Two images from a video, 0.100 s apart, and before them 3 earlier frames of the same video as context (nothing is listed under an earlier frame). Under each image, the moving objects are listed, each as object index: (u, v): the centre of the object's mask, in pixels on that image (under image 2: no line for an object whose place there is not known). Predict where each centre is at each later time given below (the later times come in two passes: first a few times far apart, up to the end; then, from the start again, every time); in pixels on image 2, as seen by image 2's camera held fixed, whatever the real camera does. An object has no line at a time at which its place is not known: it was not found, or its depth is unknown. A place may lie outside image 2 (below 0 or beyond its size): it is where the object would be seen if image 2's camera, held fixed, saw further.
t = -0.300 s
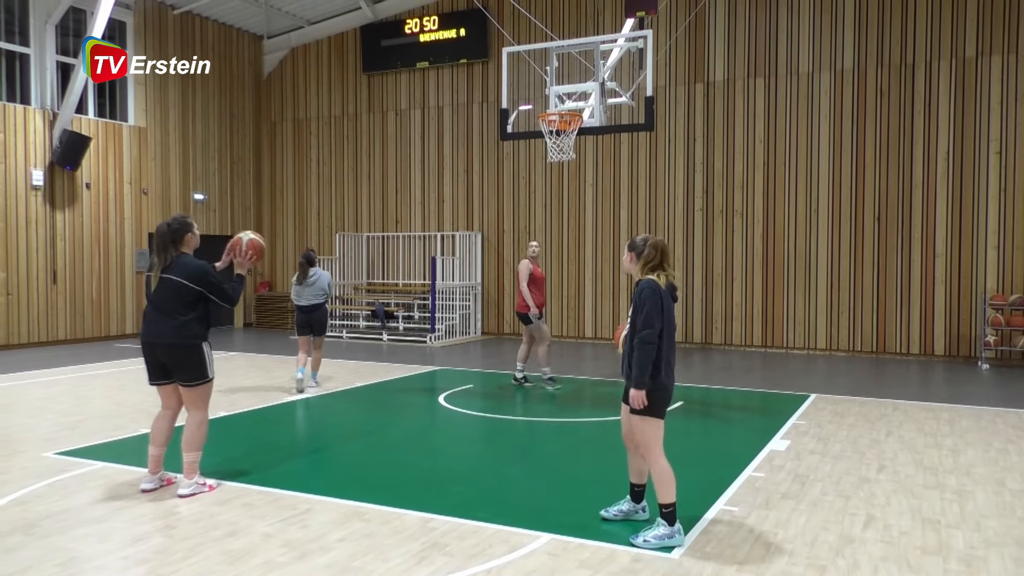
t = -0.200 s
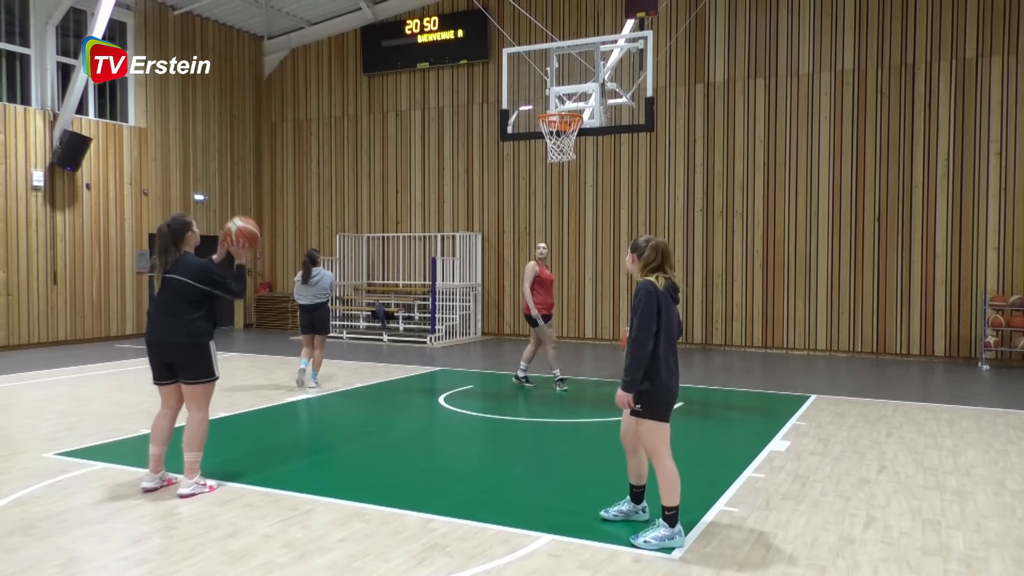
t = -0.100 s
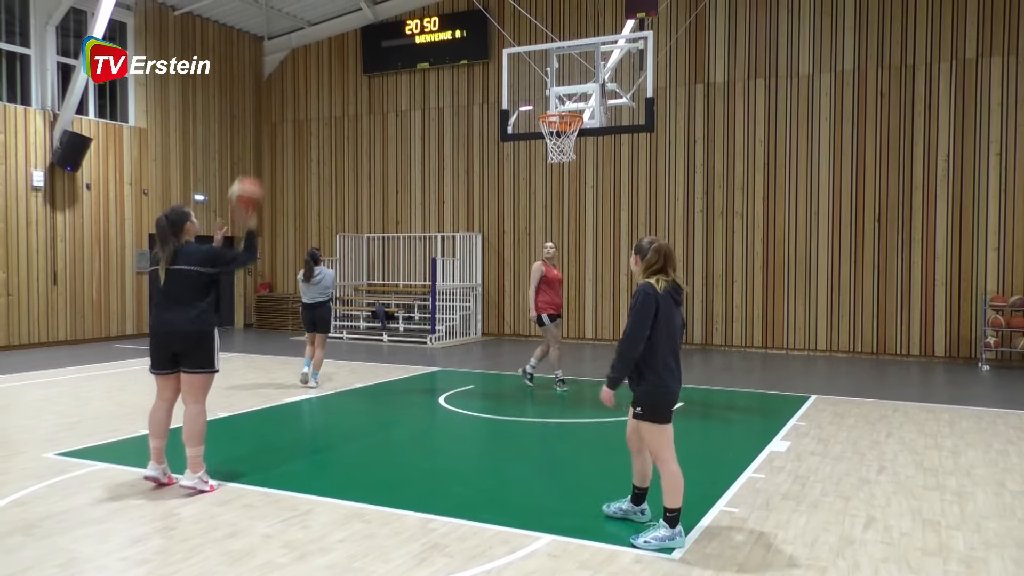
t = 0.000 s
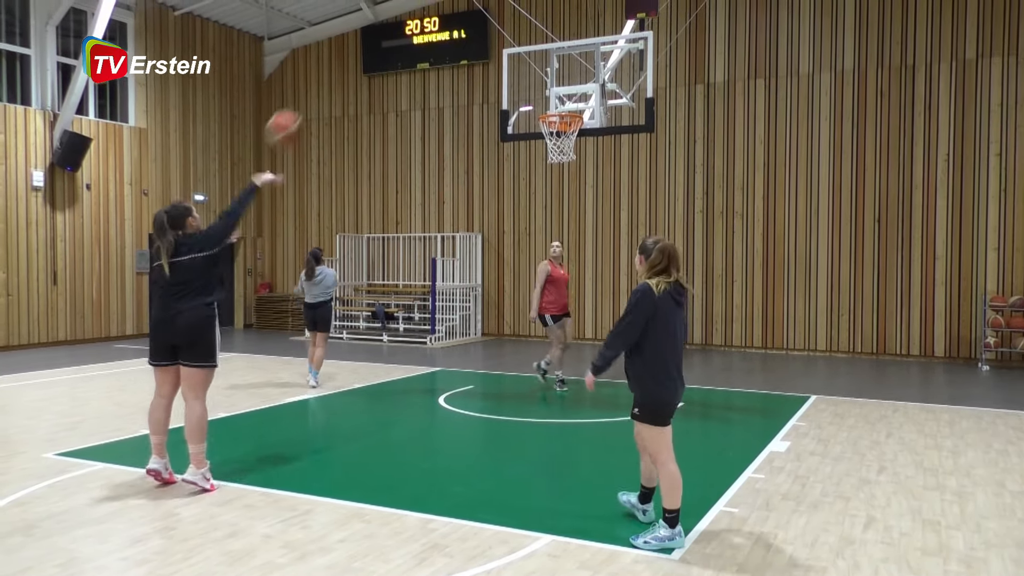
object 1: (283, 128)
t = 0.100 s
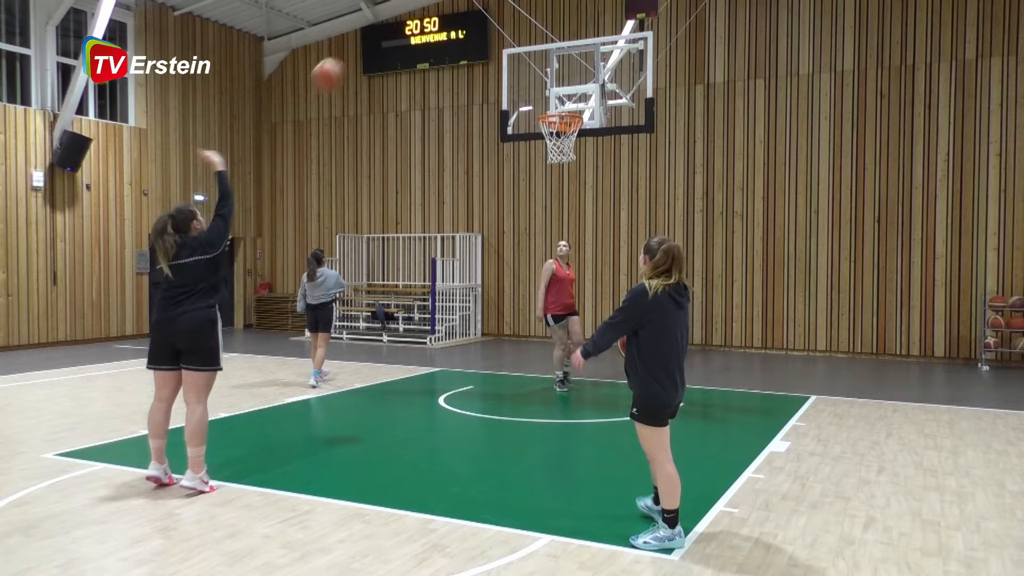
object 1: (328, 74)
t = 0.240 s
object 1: (385, 31)
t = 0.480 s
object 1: (464, 13)
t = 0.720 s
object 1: (529, 54)
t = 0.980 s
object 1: (570, 106)
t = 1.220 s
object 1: (561, 90)
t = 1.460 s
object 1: (540, 101)
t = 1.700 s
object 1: (515, 136)
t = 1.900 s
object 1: (494, 193)
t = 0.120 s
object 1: (336, 67)
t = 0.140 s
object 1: (345, 59)
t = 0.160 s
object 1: (354, 52)
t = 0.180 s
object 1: (362, 46)
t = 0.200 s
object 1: (370, 40)
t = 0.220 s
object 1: (377, 35)
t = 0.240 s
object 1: (385, 31)
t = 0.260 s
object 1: (392, 26)
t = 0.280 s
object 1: (398, 22)
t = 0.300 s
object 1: (406, 19)
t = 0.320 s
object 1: (413, 16)
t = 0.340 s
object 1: (421, 13)
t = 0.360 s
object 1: (427, 12)
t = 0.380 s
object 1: (434, 12)
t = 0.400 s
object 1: (440, 11)
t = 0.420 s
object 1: (447, 11)
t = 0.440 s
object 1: (453, 12)
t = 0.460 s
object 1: (458, 12)
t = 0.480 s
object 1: (464, 13)
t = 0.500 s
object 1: (470, 15)
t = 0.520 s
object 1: (476, 17)
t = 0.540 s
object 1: (481, 19)
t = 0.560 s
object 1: (487, 21)
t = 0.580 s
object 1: (492, 24)
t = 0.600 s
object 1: (497, 27)
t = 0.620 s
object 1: (503, 31)
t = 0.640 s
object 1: (508, 36)
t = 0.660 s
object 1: (514, 39)
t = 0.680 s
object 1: (519, 44)
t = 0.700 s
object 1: (524, 49)
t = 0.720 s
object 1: (529, 54)
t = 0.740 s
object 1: (533, 60)
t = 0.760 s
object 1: (538, 66)
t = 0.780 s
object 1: (542, 72)
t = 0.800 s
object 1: (546, 79)
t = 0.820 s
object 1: (551, 86)
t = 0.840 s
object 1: (556, 93)
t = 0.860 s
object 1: (559, 100)
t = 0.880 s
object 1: (563, 105)
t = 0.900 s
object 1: (564, 104)
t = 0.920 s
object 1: (566, 105)
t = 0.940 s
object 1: (567, 105)
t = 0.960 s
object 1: (569, 105)
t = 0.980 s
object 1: (570, 106)
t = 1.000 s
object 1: (572, 107)
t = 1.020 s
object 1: (571, 106)
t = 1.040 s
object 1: (570, 104)
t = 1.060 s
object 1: (569, 102)
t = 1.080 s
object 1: (569, 100)
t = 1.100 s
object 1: (568, 97)
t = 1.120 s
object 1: (567, 95)
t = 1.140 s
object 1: (566, 94)
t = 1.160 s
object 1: (565, 92)
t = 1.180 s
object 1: (564, 92)
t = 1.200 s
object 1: (563, 91)
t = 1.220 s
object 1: (561, 90)
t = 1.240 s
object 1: (560, 89)
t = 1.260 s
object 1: (558, 88)
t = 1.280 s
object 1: (556, 88)
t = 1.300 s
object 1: (554, 88)
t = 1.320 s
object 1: (552, 88)
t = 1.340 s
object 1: (551, 89)
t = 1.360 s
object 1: (549, 90)
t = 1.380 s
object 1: (547, 92)
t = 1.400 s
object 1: (545, 94)
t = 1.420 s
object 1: (544, 96)
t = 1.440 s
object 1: (541, 99)
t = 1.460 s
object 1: (540, 101)
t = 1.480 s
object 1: (538, 105)
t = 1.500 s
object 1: (536, 107)
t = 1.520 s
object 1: (534, 111)
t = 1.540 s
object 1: (532, 114)
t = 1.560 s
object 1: (530, 116)
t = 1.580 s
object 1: (528, 119)
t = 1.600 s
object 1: (526, 121)
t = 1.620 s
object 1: (524, 123)
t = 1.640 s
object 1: (522, 126)
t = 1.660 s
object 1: (520, 129)
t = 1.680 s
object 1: (518, 132)
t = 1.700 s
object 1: (515, 136)
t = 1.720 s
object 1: (513, 141)
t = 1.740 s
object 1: (511, 145)
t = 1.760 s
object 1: (509, 150)
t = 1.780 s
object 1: (506, 155)
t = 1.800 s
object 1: (504, 160)
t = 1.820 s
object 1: (502, 167)
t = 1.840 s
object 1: (500, 173)
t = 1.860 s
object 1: (499, 179)
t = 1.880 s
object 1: (496, 186)
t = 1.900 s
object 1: (494, 193)
